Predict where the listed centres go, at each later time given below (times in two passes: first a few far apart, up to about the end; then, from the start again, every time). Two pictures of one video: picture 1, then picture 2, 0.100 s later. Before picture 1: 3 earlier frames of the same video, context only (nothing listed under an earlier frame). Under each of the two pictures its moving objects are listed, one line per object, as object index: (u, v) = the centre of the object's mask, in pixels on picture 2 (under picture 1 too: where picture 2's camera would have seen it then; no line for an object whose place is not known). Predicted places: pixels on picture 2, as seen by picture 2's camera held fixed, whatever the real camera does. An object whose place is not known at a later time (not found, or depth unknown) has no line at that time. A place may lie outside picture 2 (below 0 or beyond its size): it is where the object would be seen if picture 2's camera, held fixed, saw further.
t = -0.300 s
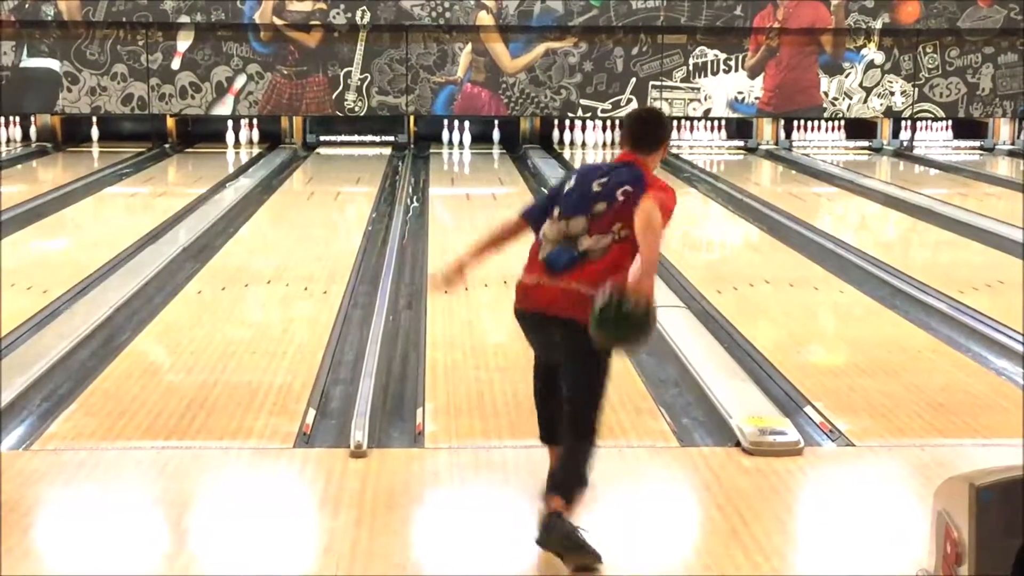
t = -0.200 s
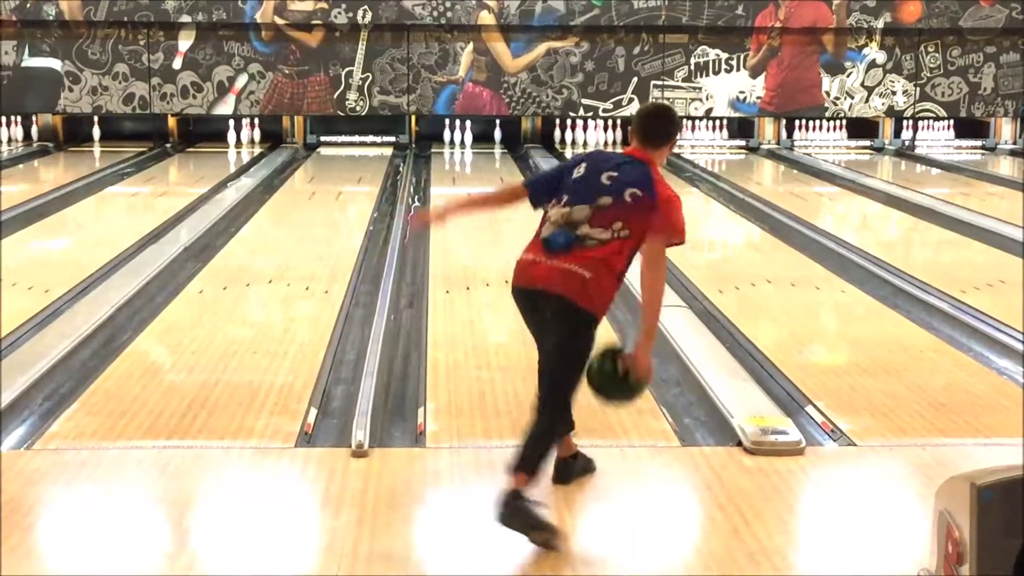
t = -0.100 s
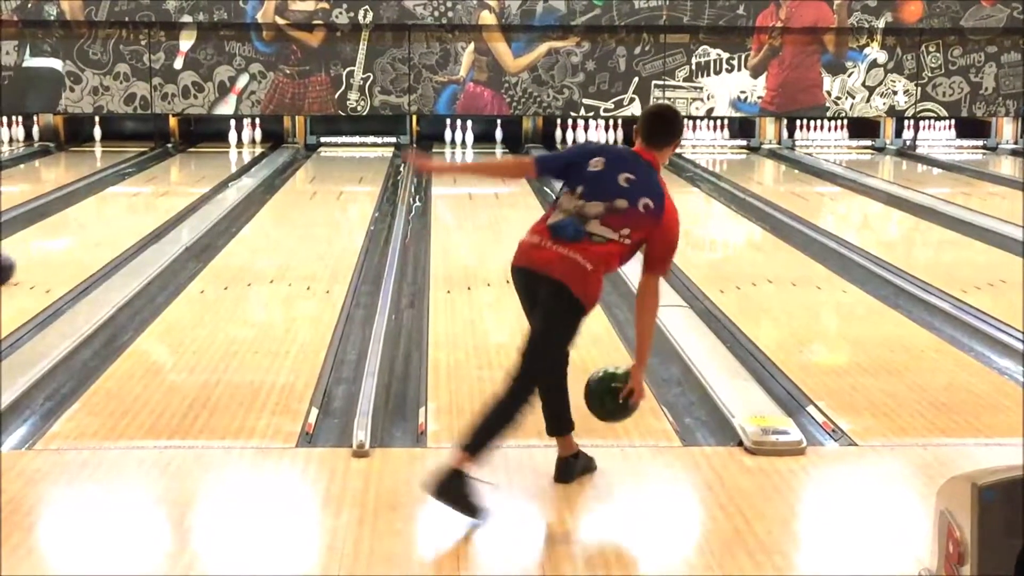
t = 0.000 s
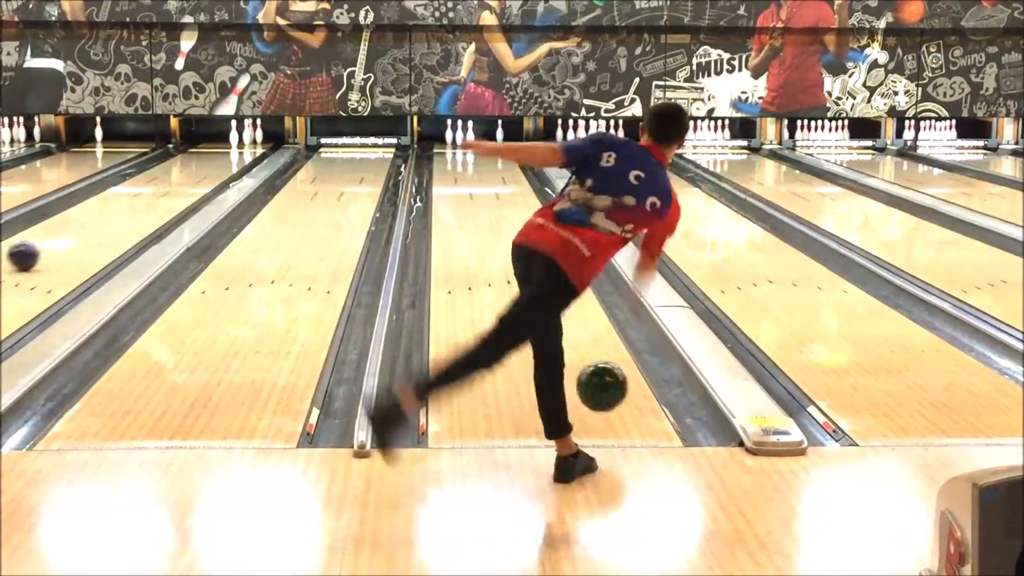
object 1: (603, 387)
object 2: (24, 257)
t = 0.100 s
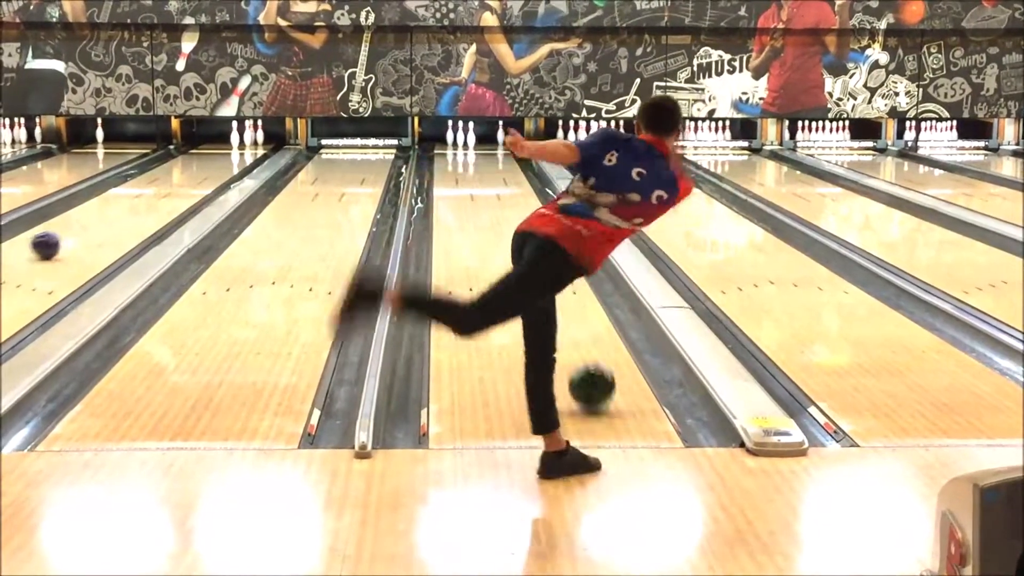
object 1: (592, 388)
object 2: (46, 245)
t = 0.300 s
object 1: (575, 339)
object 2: (82, 225)
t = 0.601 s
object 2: (125, 202)
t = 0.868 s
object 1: (544, 252)
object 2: (155, 184)
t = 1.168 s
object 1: (532, 223)
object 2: (182, 168)
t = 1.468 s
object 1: (523, 200)
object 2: (203, 155)
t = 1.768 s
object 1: (514, 182)
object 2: (221, 146)
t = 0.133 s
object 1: (588, 373)
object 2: (52, 242)
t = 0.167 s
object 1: (585, 363)
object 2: (59, 238)
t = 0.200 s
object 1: (583, 356)
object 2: (65, 234)
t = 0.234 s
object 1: (580, 352)
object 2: (71, 231)
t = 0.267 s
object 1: (577, 346)
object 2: (76, 228)
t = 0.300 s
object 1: (575, 339)
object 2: (82, 225)
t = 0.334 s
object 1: (572, 332)
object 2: (87, 222)
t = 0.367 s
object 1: (571, 326)
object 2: (92, 220)
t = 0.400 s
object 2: (98, 217)
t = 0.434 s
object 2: (102, 214)
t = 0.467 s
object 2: (107, 211)
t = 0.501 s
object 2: (112, 209)
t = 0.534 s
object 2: (117, 206)
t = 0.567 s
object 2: (121, 204)
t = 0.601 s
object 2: (125, 202)
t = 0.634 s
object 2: (130, 200)
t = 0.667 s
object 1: (545, 277)
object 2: (134, 197)
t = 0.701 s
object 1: (547, 273)
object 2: (138, 195)
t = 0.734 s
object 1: (549, 269)
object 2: (141, 192)
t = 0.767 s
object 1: (549, 265)
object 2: (145, 190)
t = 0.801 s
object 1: (547, 260)
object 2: (149, 188)
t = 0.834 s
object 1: (546, 256)
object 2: (152, 186)
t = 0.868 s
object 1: (544, 252)
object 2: (155, 184)
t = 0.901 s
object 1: (543, 249)
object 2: (159, 182)
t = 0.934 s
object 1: (541, 245)
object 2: (162, 180)
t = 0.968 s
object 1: (540, 241)
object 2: (165, 178)
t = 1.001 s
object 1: (539, 238)
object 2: (168, 177)
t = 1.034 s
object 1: (537, 235)
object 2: (171, 176)
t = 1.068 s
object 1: (536, 232)
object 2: (174, 173)
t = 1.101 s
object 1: (535, 228)
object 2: (176, 171)
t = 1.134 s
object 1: (534, 226)
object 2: (179, 170)
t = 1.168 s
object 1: (532, 223)
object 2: (182, 168)
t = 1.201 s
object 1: (531, 220)
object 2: (184, 166)
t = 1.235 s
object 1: (530, 217)
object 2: (187, 164)
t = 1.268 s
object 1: (529, 215)
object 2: (189, 163)
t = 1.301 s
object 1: (528, 212)
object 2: (191, 161)
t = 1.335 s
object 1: (527, 209)
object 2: (194, 160)
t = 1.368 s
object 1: (526, 207)
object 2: (196, 159)
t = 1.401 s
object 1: (525, 205)
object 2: (198, 157)
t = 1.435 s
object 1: (524, 202)
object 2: (201, 156)
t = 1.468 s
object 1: (523, 200)
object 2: (203, 155)
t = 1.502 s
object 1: (522, 197)
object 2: (205, 154)
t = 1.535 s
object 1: (521, 195)
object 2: (208, 153)
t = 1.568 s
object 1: (520, 193)
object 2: (210, 152)
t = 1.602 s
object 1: (519, 191)
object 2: (212, 150)
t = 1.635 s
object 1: (518, 190)
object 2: (214, 149)
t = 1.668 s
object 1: (517, 188)
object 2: (216, 149)
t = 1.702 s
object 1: (516, 186)
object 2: (218, 147)
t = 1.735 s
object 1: (515, 184)
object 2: (219, 146)
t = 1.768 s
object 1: (514, 182)
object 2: (221, 146)
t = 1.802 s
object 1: (513, 180)
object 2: (223, 145)
